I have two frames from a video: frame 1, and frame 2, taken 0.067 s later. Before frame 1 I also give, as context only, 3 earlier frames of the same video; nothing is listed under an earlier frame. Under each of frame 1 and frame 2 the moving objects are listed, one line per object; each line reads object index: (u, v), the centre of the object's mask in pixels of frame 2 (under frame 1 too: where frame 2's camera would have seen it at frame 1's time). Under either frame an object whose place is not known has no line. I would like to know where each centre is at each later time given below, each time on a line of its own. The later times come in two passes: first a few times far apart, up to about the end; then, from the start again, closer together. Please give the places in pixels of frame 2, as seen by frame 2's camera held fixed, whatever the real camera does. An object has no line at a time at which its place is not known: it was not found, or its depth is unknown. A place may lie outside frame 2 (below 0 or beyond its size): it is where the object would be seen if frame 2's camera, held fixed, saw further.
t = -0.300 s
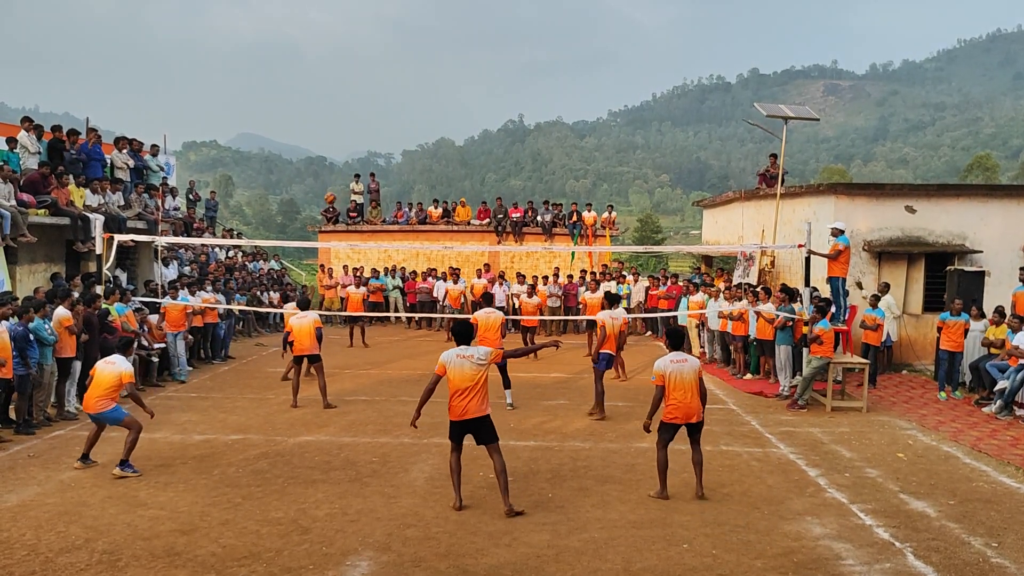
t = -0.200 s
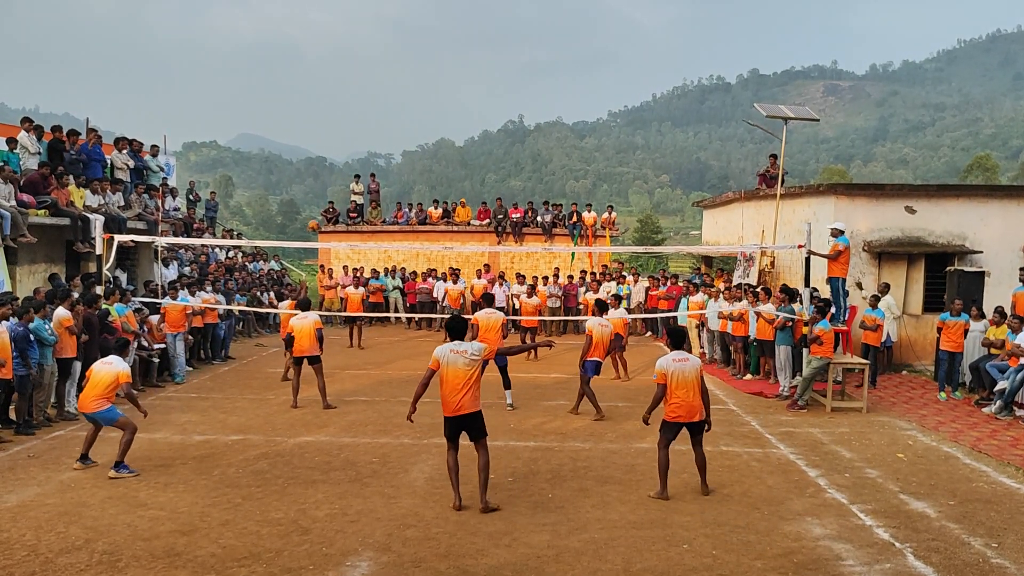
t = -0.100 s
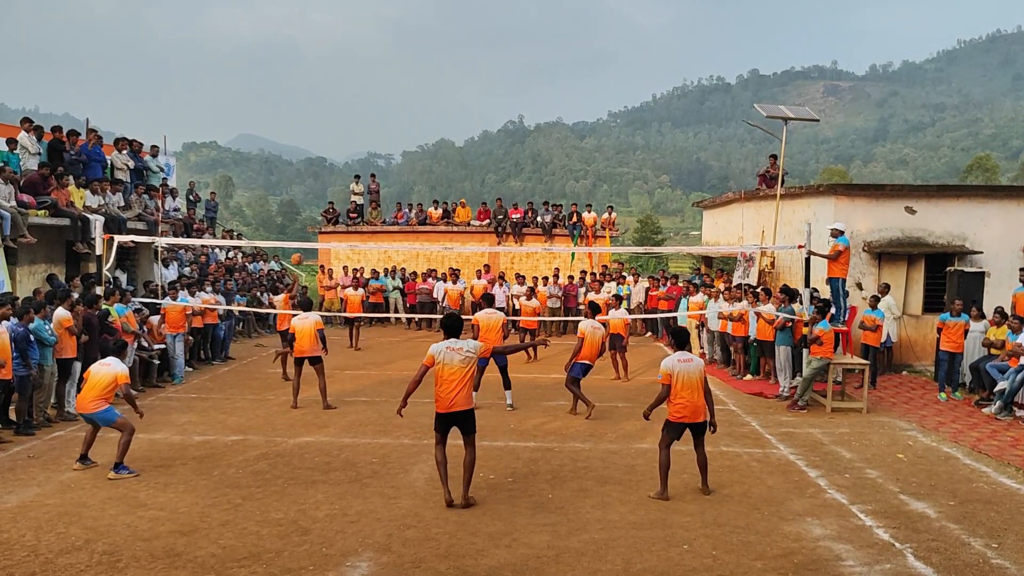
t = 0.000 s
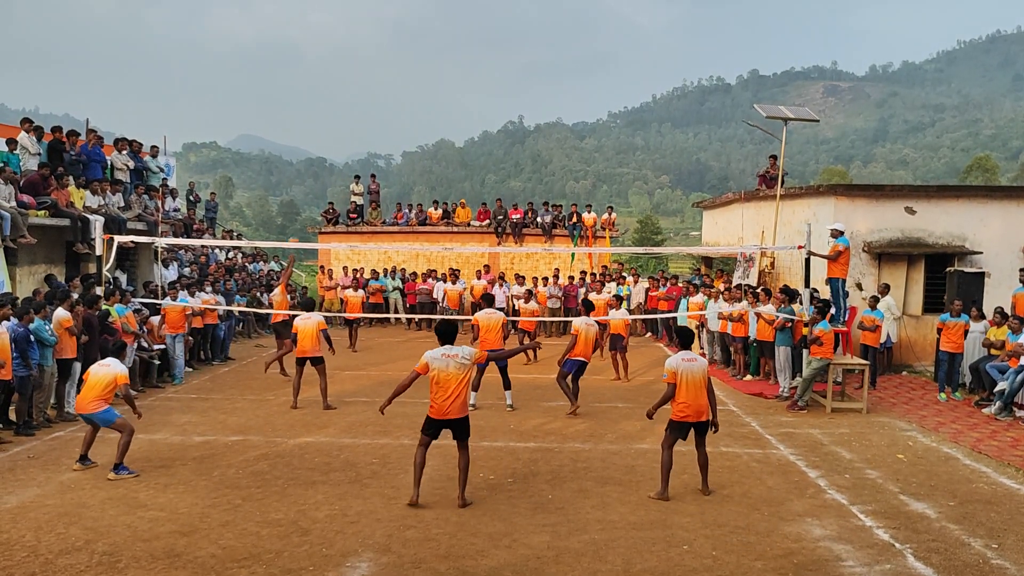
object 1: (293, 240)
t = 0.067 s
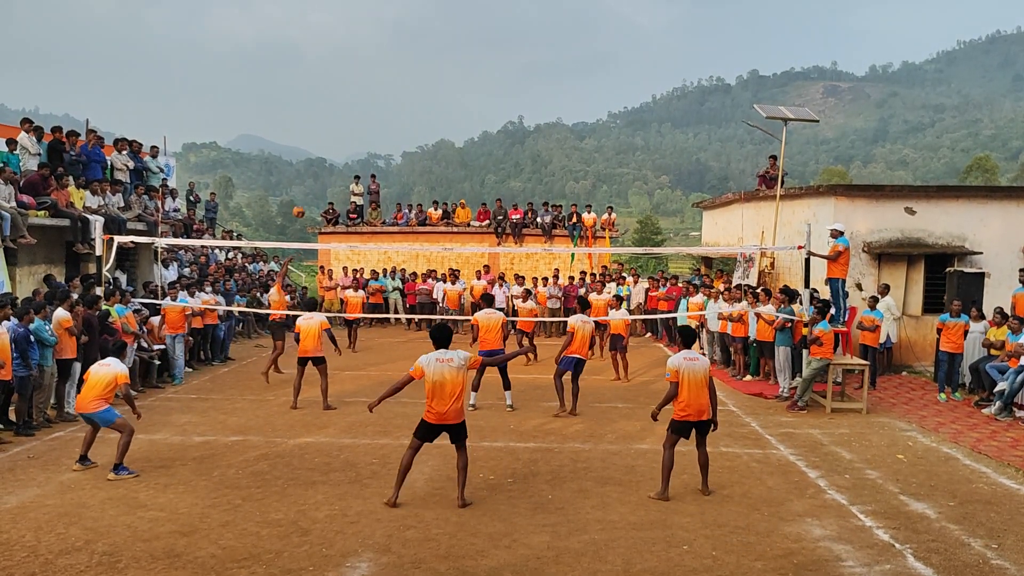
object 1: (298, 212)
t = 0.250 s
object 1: (313, 140)
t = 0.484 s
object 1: (330, 77)
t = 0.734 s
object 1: (348, 46)
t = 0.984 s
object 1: (366, 52)
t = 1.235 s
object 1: (384, 97)
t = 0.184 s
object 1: (308, 164)
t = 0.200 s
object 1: (309, 158)
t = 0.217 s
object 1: (311, 152)
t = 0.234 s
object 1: (312, 146)
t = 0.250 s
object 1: (313, 140)
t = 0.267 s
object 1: (314, 135)
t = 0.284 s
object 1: (316, 129)
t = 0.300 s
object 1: (317, 124)
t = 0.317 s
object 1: (318, 119)
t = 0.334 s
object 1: (319, 114)
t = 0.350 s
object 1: (320, 109)
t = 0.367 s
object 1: (321, 104)
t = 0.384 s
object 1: (323, 100)
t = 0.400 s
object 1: (324, 96)
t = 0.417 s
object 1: (325, 92)
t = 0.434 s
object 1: (326, 88)
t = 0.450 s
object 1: (327, 84)
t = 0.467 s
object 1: (328, 80)
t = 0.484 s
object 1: (330, 77)
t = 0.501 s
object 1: (331, 74)
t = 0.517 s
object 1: (332, 71)
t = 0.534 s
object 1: (333, 68)
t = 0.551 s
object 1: (335, 65)
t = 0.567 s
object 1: (336, 62)
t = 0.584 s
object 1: (337, 60)
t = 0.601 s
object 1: (338, 58)
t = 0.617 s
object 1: (339, 56)
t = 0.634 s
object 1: (341, 54)
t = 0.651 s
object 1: (342, 52)
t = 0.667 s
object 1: (343, 50)
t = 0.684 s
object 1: (344, 49)
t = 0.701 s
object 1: (345, 48)
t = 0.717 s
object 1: (347, 47)
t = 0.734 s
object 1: (348, 46)
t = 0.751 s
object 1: (349, 45)
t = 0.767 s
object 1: (350, 44)
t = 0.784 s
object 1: (352, 44)
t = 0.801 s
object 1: (353, 44)
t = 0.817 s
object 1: (354, 44)
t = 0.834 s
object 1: (355, 44)
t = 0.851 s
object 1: (356, 44)
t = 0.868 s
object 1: (358, 44)
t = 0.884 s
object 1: (359, 45)
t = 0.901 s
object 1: (360, 46)
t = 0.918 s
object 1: (361, 47)
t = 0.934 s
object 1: (362, 48)
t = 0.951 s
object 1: (364, 49)
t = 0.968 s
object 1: (365, 50)
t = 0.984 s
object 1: (366, 52)
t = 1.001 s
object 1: (367, 54)
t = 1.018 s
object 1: (369, 56)
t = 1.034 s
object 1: (370, 58)
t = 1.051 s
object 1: (371, 60)
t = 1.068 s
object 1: (372, 63)
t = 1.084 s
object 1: (373, 65)
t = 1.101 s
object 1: (375, 68)
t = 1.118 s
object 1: (376, 71)
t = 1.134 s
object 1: (377, 74)
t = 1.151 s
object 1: (378, 78)
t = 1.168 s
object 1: (379, 81)
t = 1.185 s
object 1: (380, 85)
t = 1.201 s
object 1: (382, 88)
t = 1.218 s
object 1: (383, 92)
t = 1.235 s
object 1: (384, 97)
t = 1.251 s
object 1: (385, 101)
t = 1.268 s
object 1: (386, 105)
